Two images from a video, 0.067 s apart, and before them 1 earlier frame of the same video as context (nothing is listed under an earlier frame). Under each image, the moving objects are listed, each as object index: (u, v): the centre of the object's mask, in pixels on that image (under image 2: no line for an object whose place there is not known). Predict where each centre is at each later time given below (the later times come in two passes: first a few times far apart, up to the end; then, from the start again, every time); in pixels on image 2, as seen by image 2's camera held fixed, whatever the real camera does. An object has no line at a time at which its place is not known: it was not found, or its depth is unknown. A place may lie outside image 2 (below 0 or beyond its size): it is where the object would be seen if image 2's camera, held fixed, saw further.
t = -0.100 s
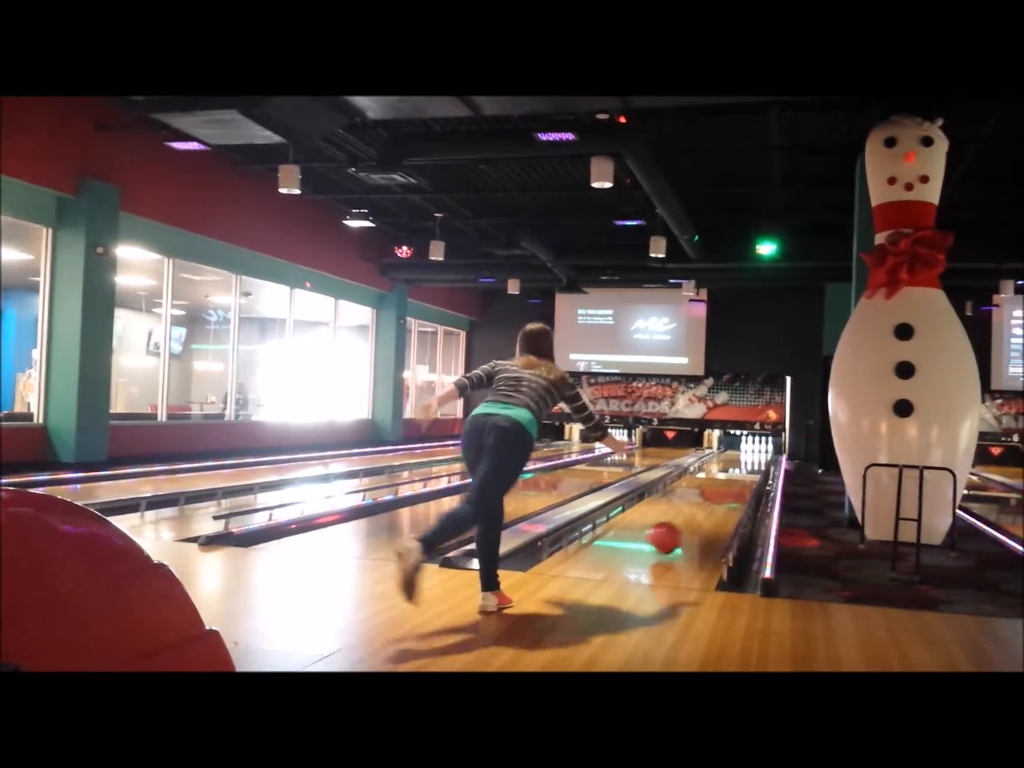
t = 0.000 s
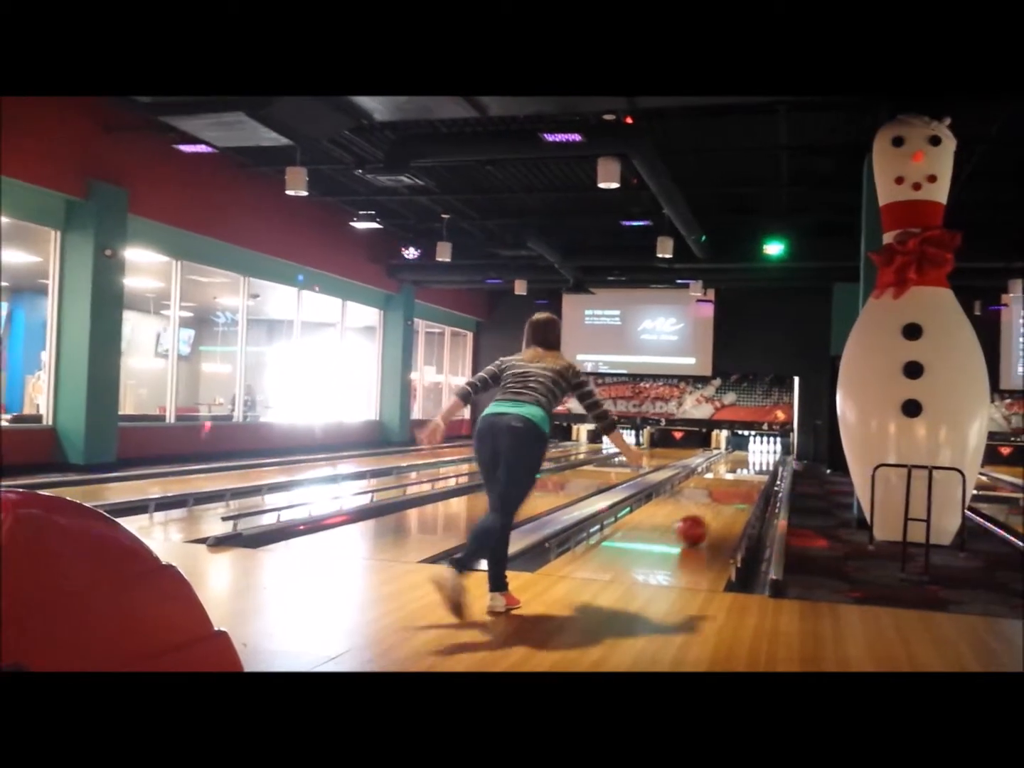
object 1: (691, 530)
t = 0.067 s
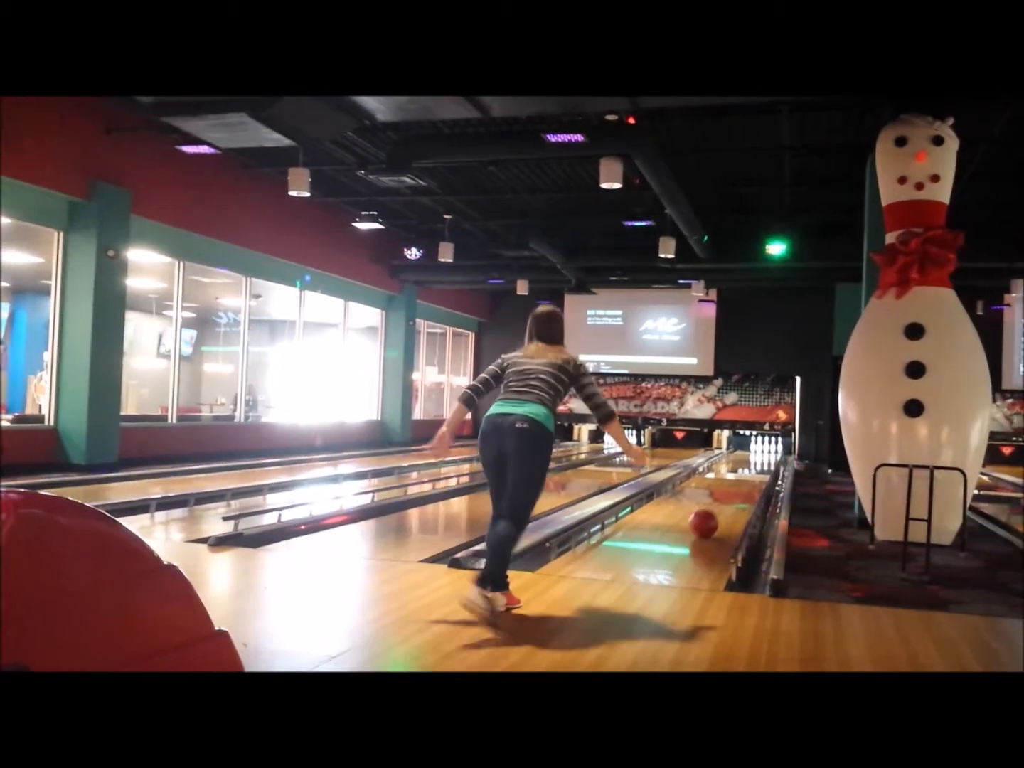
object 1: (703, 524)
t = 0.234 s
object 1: (726, 510)
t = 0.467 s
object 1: (748, 496)
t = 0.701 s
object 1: (750, 486)
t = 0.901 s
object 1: (747, 478)
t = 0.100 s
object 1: (708, 520)
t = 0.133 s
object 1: (713, 518)
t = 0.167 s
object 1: (717, 515)
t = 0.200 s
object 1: (722, 513)
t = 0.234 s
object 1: (726, 510)
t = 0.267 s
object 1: (729, 508)
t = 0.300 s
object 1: (733, 506)
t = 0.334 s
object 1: (736, 504)
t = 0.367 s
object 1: (739, 502)
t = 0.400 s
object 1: (743, 500)
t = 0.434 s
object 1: (745, 498)
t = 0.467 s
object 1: (748, 496)
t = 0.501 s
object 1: (750, 495)
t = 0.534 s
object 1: (750, 494)
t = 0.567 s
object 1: (751, 492)
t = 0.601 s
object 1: (750, 490)
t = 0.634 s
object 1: (750, 489)
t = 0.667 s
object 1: (751, 488)
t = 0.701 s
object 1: (750, 486)
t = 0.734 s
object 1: (750, 484)
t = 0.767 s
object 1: (749, 482)
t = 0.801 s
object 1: (749, 481)
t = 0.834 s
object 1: (748, 480)
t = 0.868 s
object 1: (748, 479)
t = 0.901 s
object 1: (747, 478)
